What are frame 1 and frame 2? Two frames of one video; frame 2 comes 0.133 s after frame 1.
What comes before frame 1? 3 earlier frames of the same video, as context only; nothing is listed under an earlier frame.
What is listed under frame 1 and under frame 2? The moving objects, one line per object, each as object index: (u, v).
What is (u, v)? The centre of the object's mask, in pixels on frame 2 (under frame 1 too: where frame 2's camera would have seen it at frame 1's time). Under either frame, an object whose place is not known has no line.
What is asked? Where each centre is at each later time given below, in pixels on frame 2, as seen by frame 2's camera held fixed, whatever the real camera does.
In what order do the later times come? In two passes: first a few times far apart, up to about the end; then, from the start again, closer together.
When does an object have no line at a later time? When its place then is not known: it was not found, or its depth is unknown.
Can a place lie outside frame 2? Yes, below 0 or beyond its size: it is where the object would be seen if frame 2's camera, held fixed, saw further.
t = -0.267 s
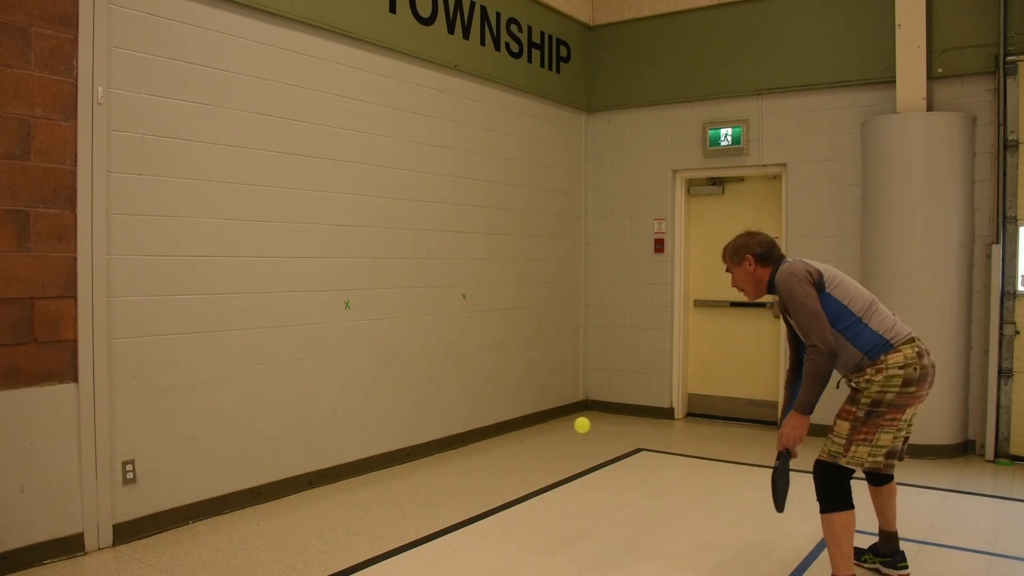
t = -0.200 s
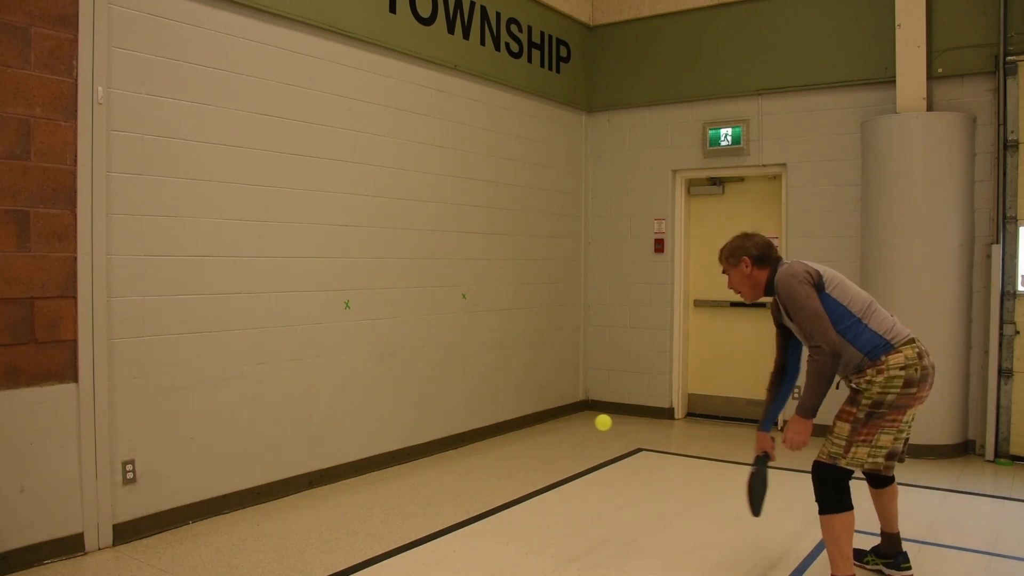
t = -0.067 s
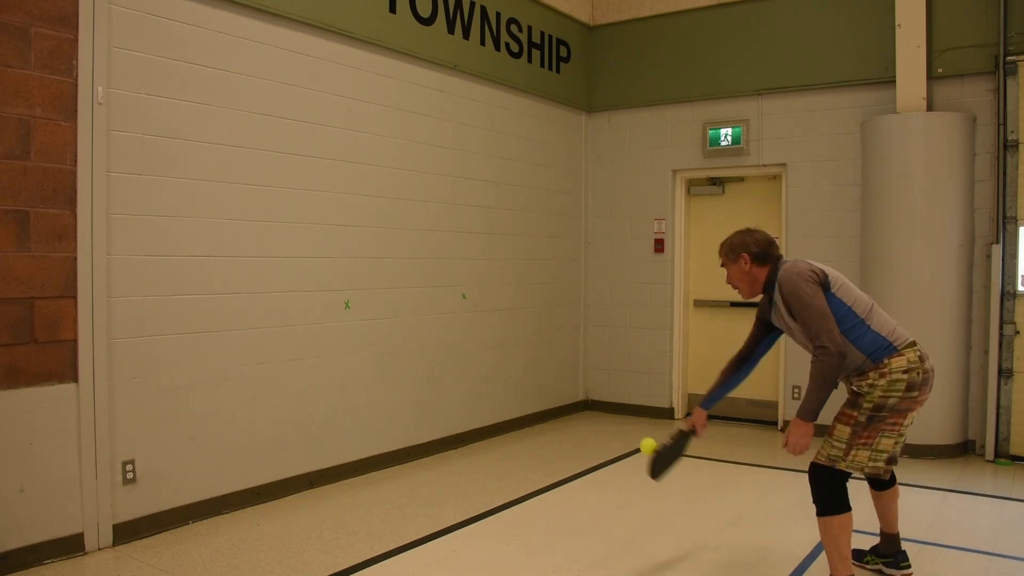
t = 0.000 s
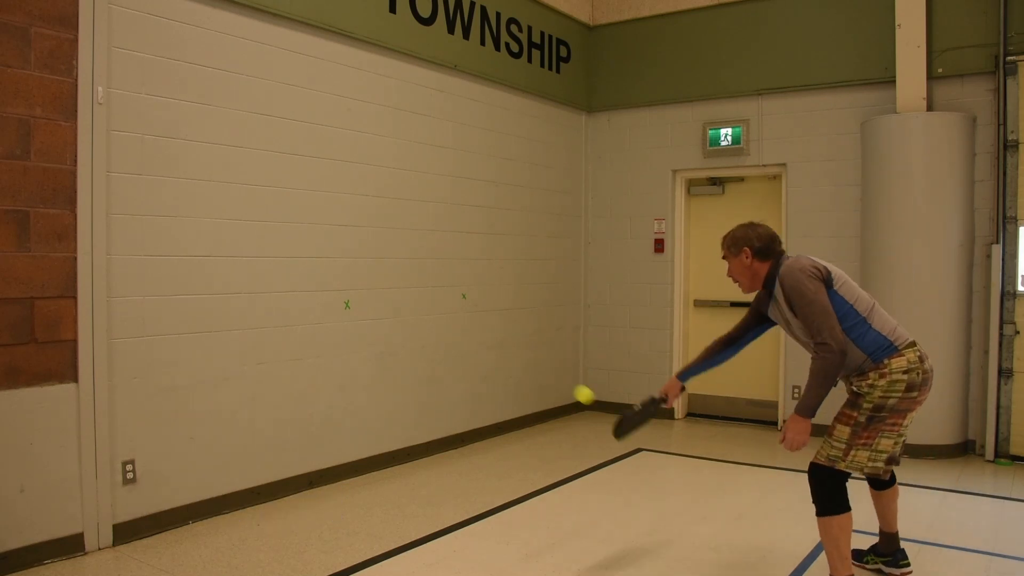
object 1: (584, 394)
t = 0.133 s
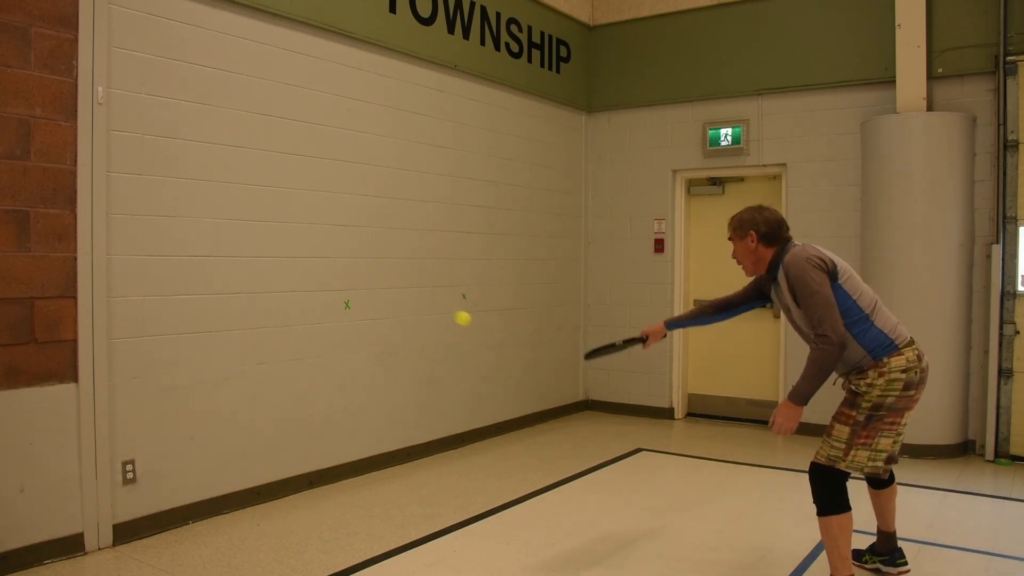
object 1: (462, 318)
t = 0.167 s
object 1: (437, 307)
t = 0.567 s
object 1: (467, 359)
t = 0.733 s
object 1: (560, 478)
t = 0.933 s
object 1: (639, 451)
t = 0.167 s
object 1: (437, 307)
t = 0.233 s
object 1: (392, 292)
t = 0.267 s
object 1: (371, 288)
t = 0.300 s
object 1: (352, 286)
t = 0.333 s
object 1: (350, 287)
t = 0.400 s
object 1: (382, 298)
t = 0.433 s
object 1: (398, 305)
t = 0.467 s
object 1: (415, 316)
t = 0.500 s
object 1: (432, 328)
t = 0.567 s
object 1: (467, 359)
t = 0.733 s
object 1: (560, 478)
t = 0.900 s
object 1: (627, 462)
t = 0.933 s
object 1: (639, 451)
